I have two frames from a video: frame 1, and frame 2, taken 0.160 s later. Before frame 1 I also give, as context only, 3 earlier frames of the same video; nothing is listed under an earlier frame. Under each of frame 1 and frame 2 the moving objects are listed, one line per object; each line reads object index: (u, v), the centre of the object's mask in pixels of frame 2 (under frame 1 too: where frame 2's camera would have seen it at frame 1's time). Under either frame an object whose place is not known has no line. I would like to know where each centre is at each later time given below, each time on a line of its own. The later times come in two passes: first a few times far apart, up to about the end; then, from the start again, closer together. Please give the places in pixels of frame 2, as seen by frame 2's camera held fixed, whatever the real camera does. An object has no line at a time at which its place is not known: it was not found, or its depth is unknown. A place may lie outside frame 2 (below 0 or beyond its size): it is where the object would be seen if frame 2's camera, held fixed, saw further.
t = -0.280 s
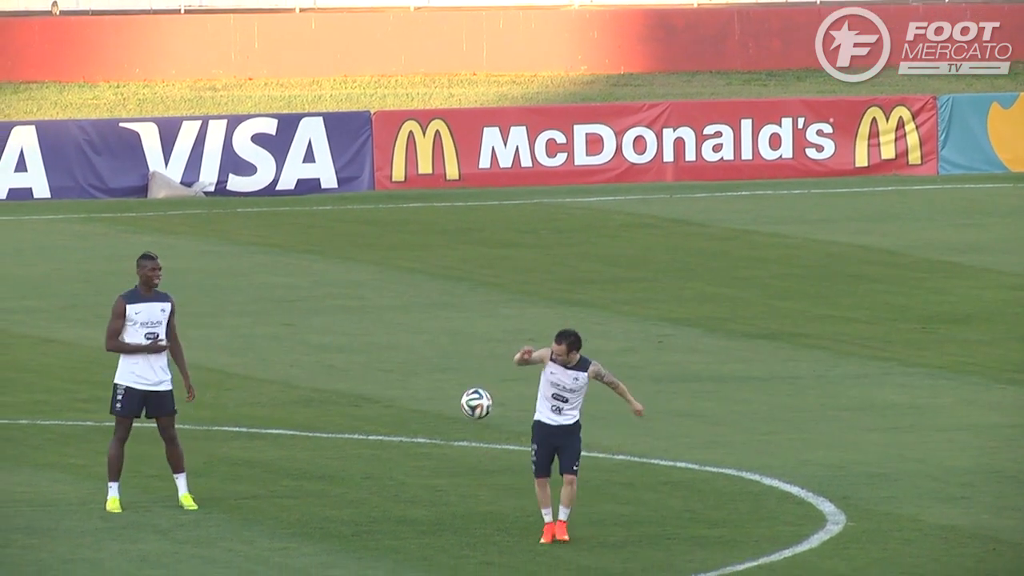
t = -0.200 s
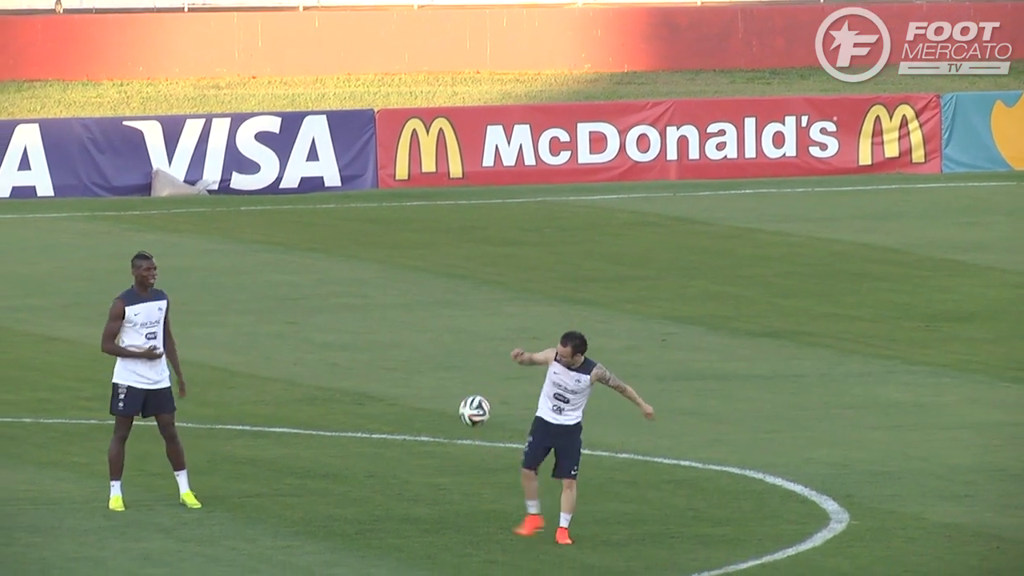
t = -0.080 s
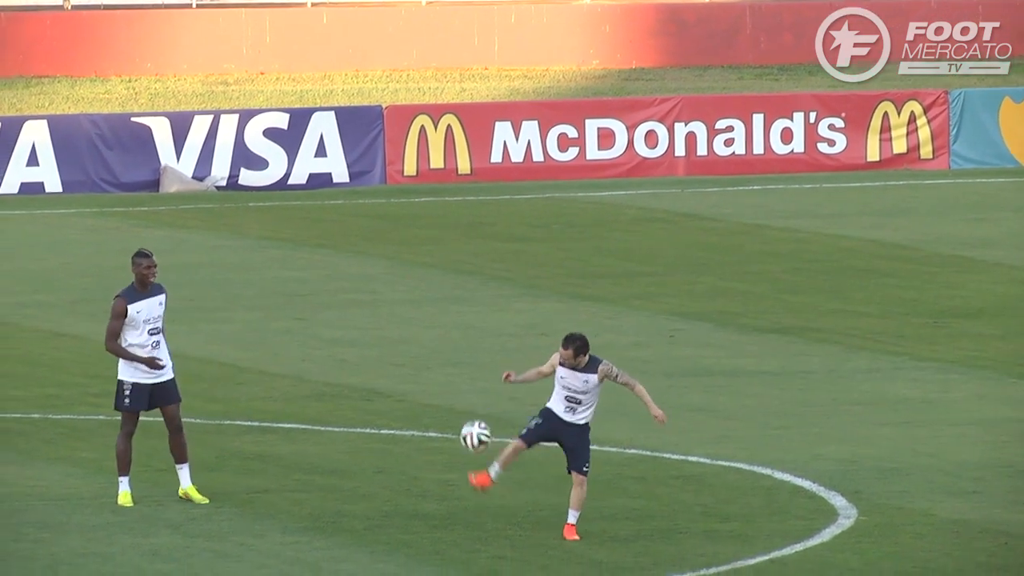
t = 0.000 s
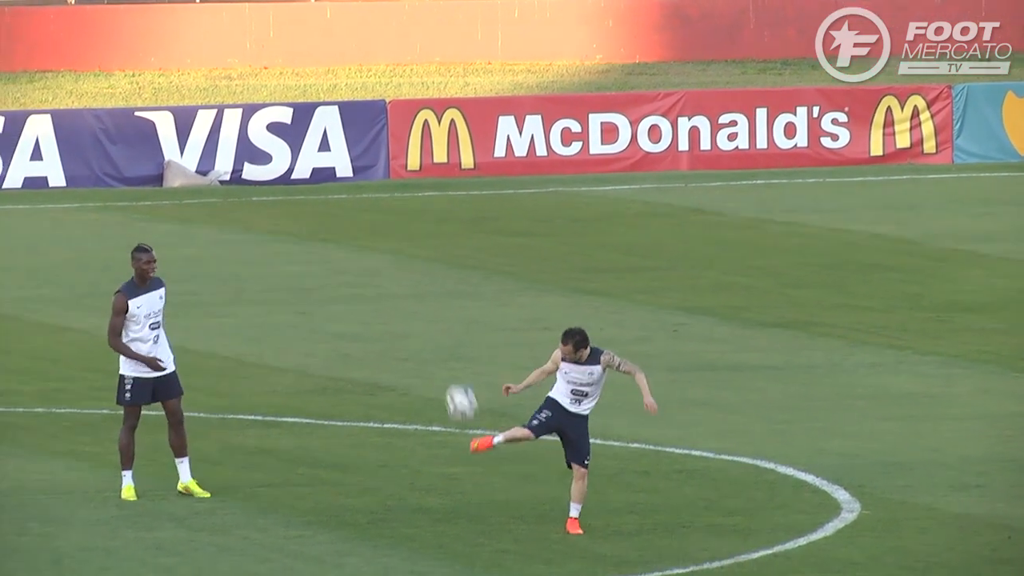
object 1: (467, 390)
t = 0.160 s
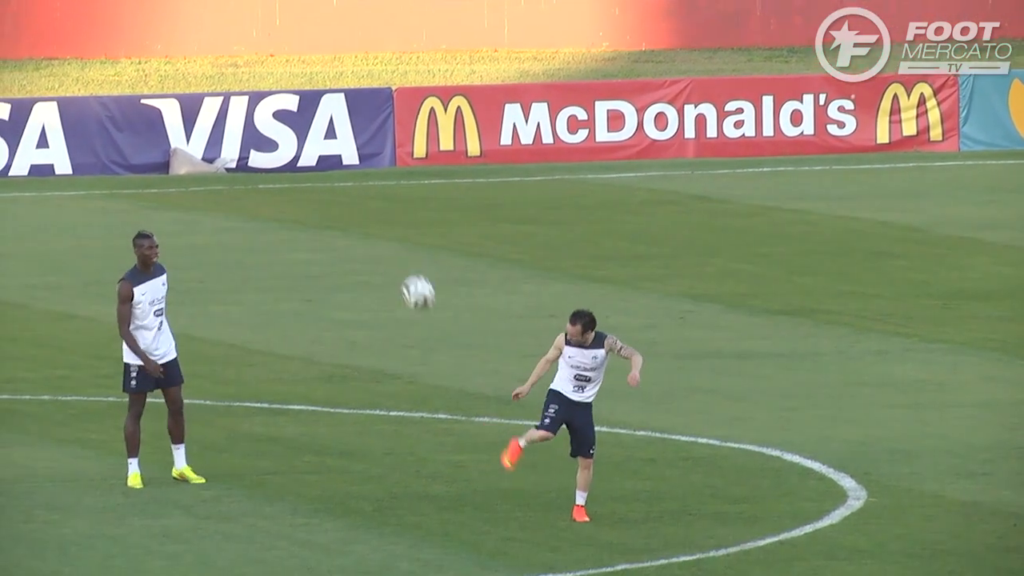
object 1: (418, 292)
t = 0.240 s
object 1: (394, 256)
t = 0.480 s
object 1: (325, 201)
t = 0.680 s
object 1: (269, 213)
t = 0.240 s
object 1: (394, 256)
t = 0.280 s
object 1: (383, 242)
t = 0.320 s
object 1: (371, 229)
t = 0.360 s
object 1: (359, 219)
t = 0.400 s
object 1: (348, 211)
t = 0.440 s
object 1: (336, 205)
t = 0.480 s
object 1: (325, 201)
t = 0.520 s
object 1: (313, 199)
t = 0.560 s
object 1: (302, 200)
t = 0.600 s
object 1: (291, 202)
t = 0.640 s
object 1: (280, 206)
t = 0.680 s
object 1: (269, 213)
